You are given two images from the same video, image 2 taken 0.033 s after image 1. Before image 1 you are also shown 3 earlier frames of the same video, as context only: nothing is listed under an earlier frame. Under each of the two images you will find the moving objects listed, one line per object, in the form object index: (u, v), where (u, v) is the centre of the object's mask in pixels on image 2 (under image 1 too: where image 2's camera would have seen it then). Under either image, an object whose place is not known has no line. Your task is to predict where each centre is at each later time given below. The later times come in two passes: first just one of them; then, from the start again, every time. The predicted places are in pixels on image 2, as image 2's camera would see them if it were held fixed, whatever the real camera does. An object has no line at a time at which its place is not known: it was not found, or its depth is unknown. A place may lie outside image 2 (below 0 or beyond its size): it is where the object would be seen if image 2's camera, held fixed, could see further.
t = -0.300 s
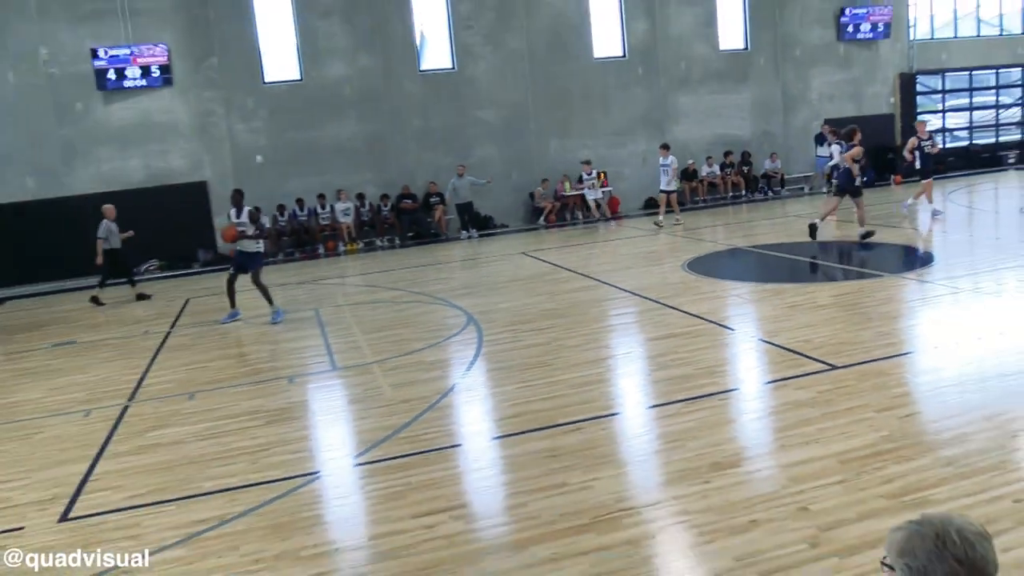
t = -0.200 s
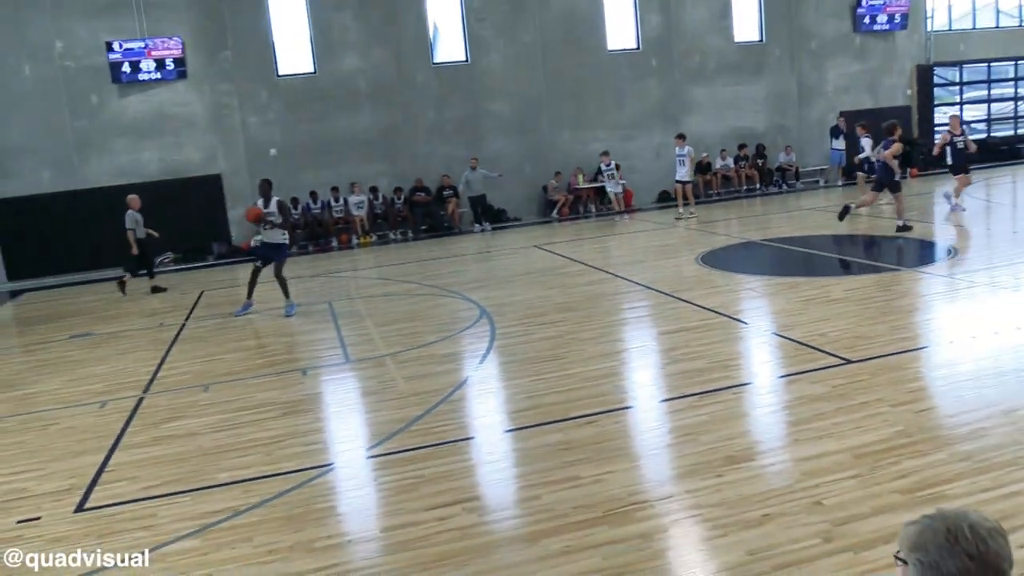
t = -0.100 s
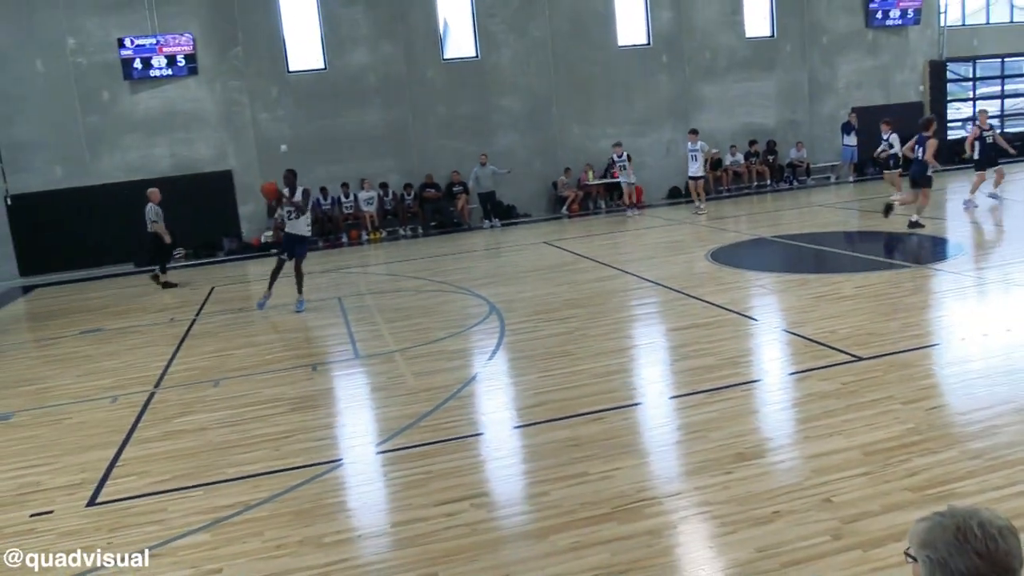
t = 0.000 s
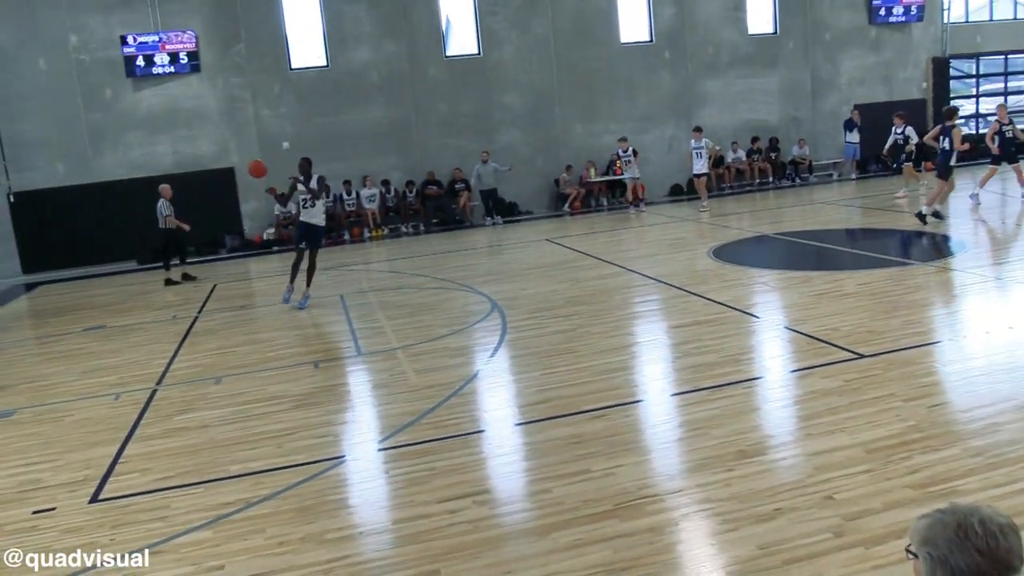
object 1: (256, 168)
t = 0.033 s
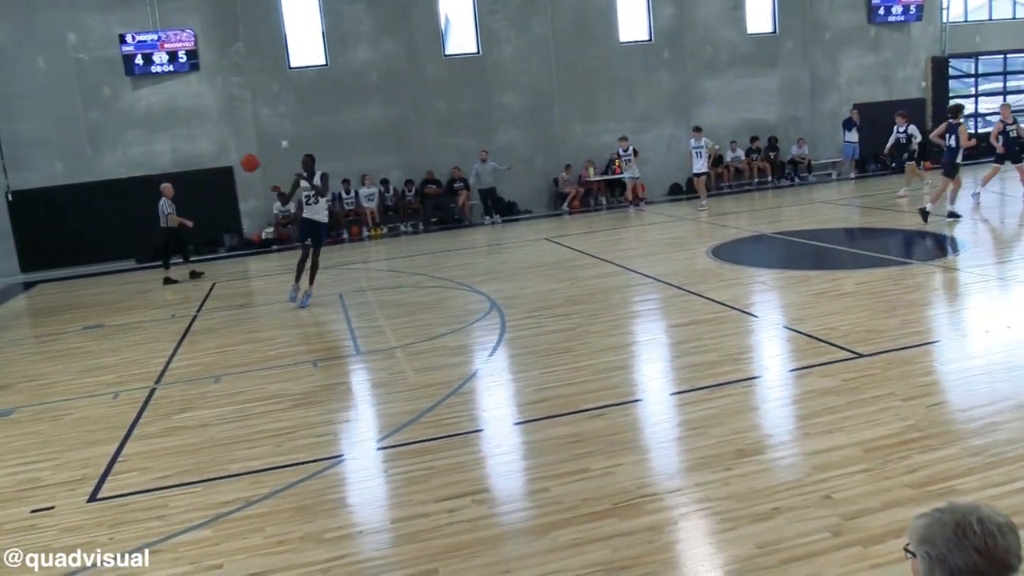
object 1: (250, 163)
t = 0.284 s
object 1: (195, 146)
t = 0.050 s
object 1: (246, 160)
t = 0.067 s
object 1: (242, 158)
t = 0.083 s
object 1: (239, 156)
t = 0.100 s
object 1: (235, 154)
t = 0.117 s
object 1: (232, 152)
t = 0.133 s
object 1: (228, 150)
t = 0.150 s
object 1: (224, 149)
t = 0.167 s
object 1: (220, 148)
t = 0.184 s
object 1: (217, 147)
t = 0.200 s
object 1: (214, 146)
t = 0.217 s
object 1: (210, 146)
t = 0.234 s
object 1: (206, 145)
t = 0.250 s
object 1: (202, 146)
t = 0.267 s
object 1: (198, 146)
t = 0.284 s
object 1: (195, 146)
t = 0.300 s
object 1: (191, 148)
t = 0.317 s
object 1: (188, 149)
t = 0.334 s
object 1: (184, 151)
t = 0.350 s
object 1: (180, 152)
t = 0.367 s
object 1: (177, 154)
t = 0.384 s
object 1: (173, 156)
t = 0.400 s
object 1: (170, 159)
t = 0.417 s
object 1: (166, 162)
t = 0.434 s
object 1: (162, 164)
